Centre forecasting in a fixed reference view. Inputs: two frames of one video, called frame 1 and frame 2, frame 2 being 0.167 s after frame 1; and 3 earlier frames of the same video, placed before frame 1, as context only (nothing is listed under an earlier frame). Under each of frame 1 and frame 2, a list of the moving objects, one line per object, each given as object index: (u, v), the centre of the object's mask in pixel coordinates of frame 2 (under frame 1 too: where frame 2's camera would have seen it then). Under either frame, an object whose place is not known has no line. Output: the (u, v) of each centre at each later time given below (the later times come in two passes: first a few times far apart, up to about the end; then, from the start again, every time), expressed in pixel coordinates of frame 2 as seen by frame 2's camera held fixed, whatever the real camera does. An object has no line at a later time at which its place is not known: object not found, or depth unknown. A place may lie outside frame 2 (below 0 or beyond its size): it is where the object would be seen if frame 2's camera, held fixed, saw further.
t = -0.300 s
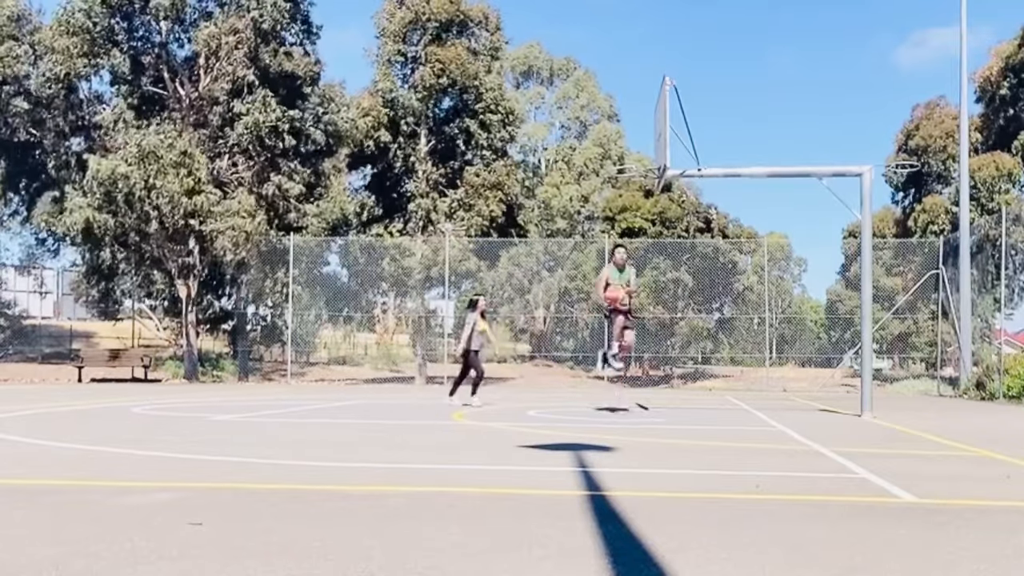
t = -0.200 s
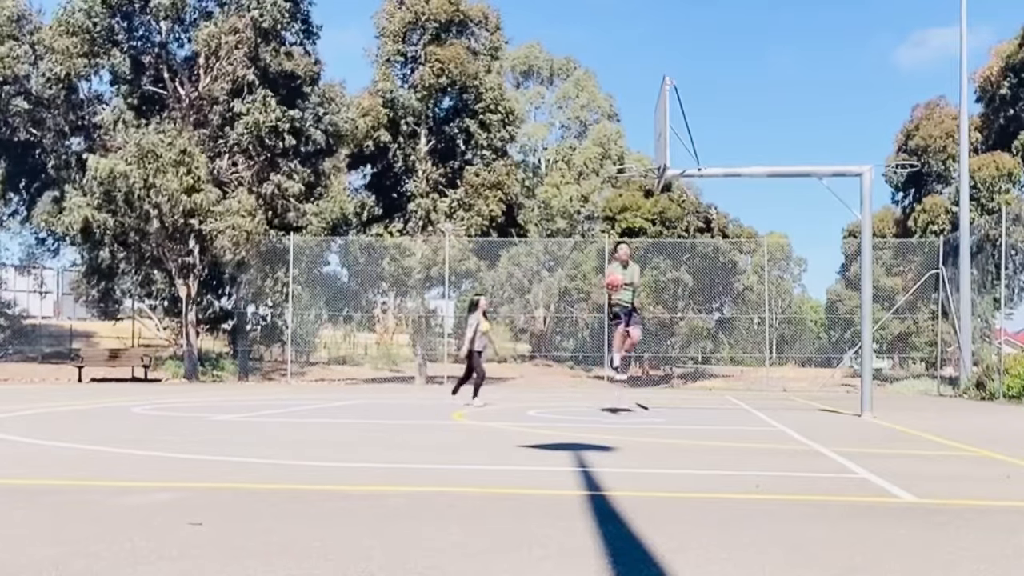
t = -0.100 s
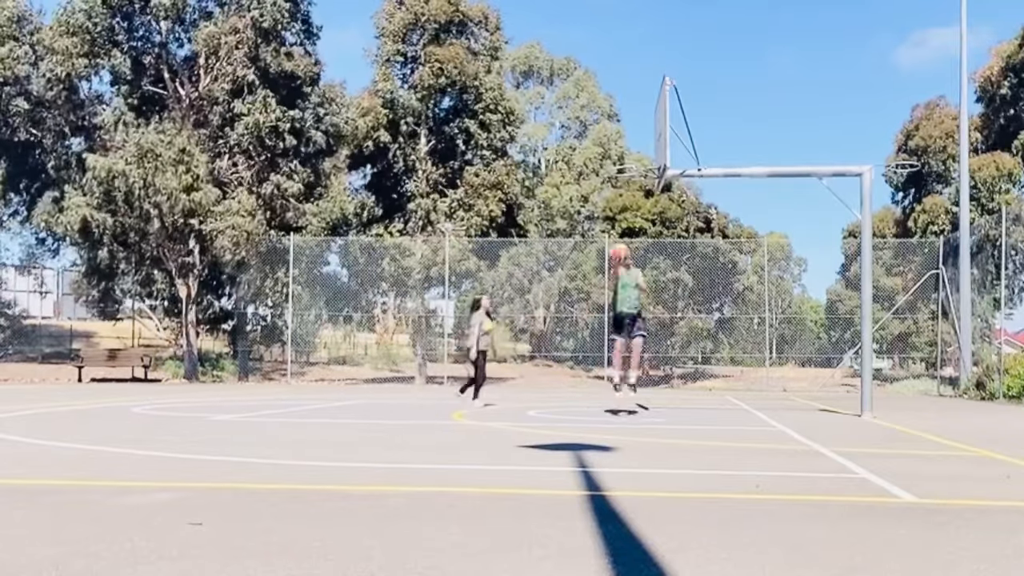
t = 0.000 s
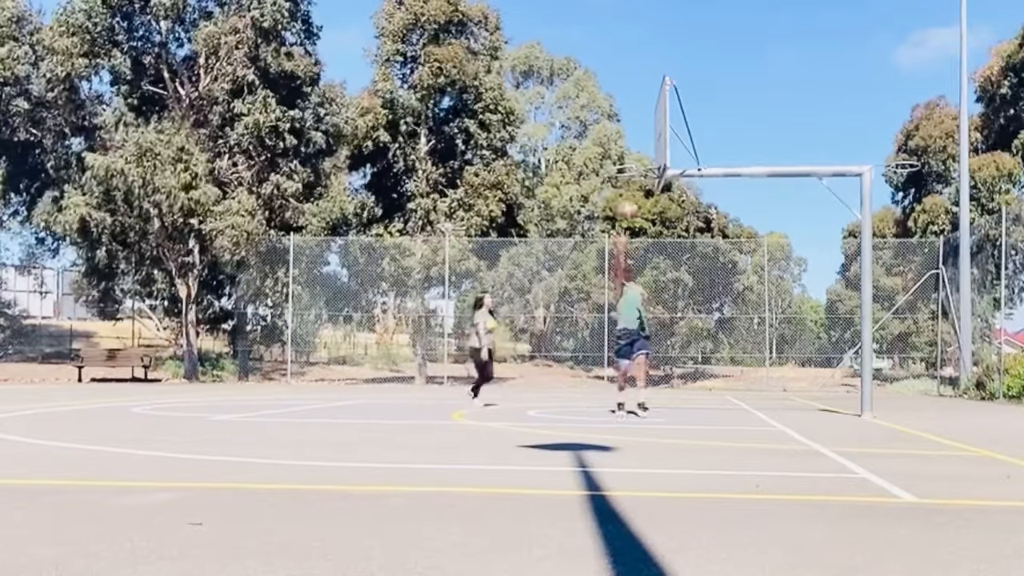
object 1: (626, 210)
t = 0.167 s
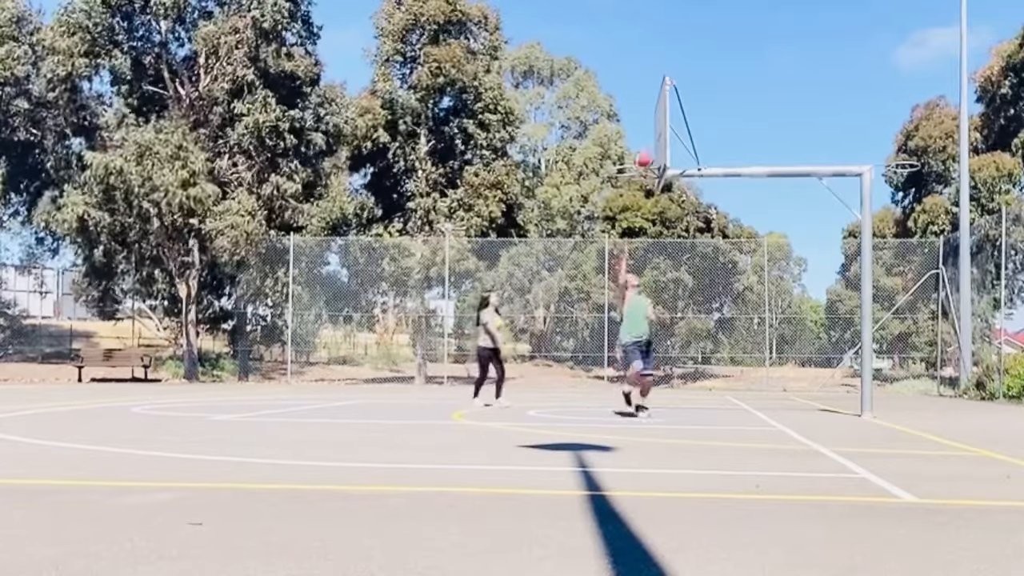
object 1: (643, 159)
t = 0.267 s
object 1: (653, 141)
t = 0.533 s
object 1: (634, 147)
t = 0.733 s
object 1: (620, 190)
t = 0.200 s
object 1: (647, 152)
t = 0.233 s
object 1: (650, 147)
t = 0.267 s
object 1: (653, 141)
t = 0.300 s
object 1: (651, 138)
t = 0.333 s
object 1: (649, 137)
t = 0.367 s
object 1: (646, 137)
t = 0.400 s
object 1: (643, 137)
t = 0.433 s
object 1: (641, 138)
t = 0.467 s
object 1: (639, 141)
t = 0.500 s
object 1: (637, 143)
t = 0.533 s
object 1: (634, 147)
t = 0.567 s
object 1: (631, 152)
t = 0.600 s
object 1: (628, 158)
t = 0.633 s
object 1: (626, 165)
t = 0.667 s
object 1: (624, 172)
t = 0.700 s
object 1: (622, 181)
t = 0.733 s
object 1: (620, 190)
